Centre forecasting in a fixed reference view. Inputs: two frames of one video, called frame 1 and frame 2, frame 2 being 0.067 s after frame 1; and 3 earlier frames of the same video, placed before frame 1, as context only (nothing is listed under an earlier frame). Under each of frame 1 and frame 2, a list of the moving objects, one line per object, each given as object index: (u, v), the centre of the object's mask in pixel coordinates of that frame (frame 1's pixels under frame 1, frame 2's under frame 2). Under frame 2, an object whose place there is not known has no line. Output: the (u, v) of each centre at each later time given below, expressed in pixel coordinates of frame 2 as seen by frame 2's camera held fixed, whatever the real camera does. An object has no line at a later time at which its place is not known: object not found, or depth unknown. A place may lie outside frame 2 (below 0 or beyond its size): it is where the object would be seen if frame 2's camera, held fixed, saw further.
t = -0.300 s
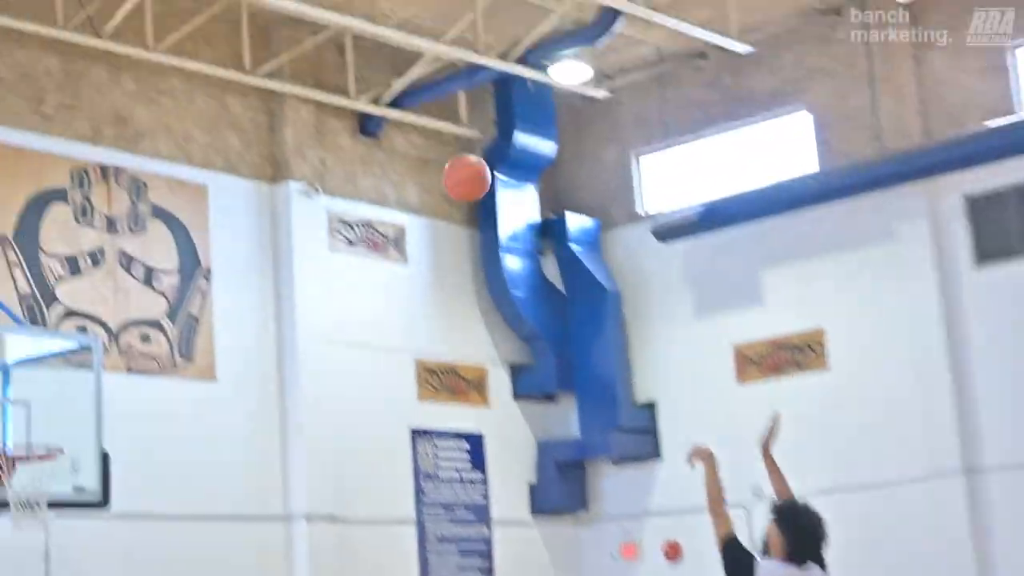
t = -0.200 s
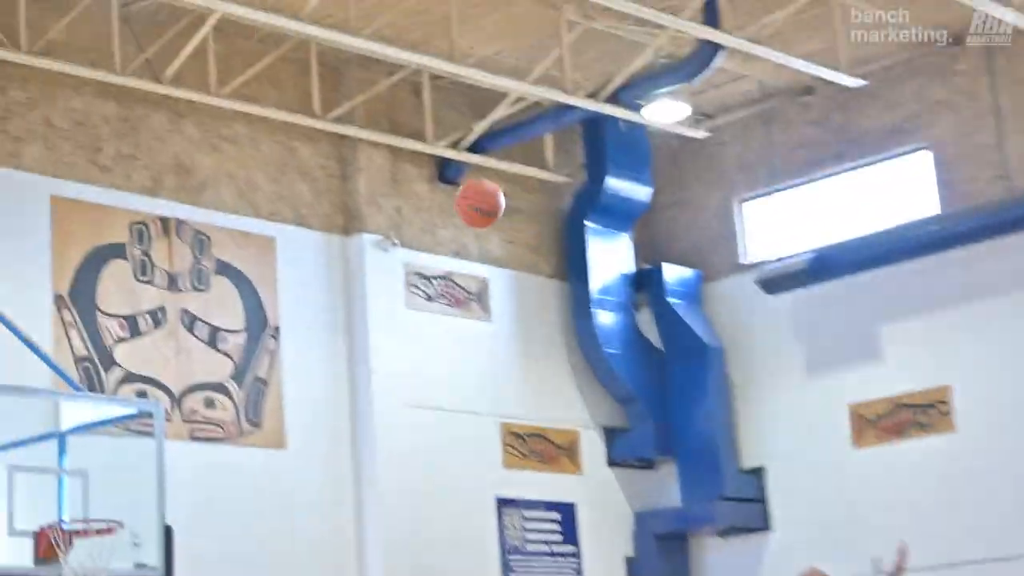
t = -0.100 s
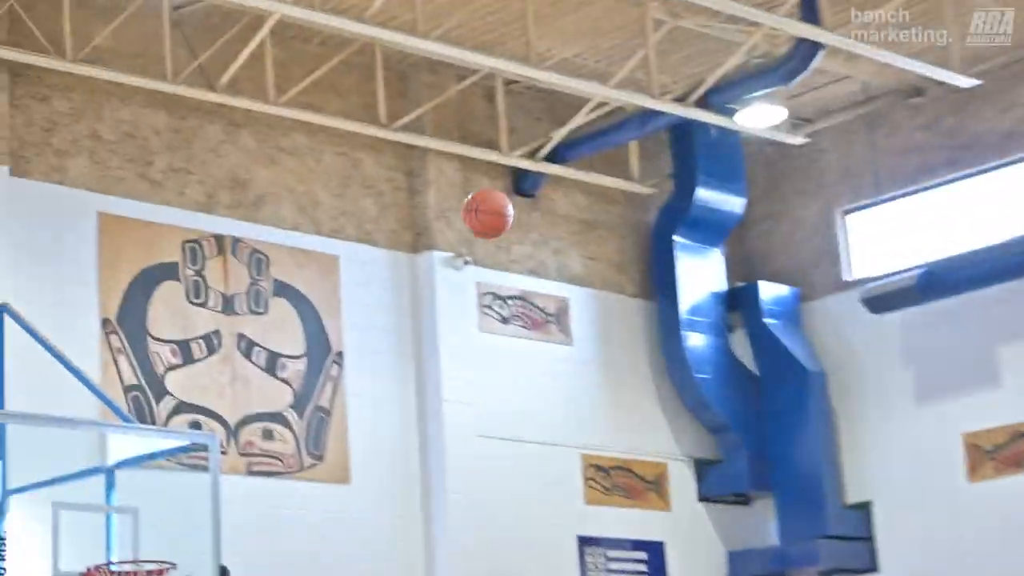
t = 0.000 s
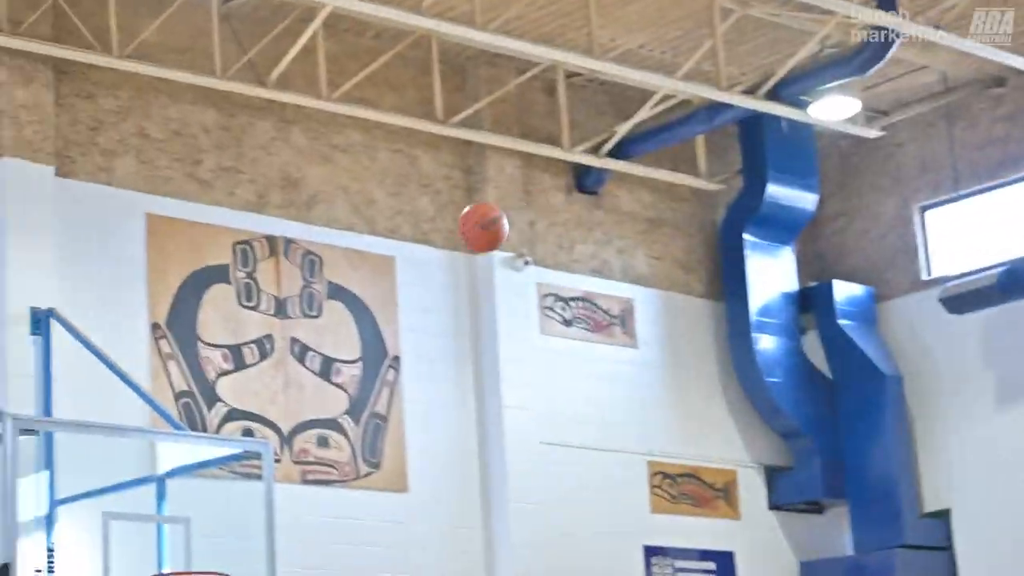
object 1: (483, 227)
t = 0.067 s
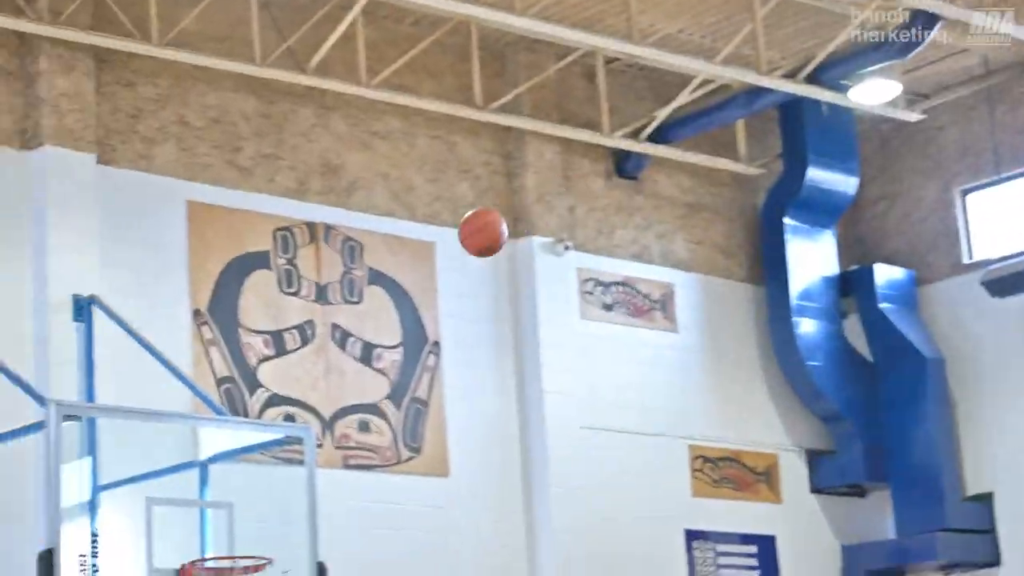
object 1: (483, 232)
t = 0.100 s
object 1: (463, 246)
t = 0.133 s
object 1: (445, 260)
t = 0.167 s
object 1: (428, 275)
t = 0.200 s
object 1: (412, 293)
